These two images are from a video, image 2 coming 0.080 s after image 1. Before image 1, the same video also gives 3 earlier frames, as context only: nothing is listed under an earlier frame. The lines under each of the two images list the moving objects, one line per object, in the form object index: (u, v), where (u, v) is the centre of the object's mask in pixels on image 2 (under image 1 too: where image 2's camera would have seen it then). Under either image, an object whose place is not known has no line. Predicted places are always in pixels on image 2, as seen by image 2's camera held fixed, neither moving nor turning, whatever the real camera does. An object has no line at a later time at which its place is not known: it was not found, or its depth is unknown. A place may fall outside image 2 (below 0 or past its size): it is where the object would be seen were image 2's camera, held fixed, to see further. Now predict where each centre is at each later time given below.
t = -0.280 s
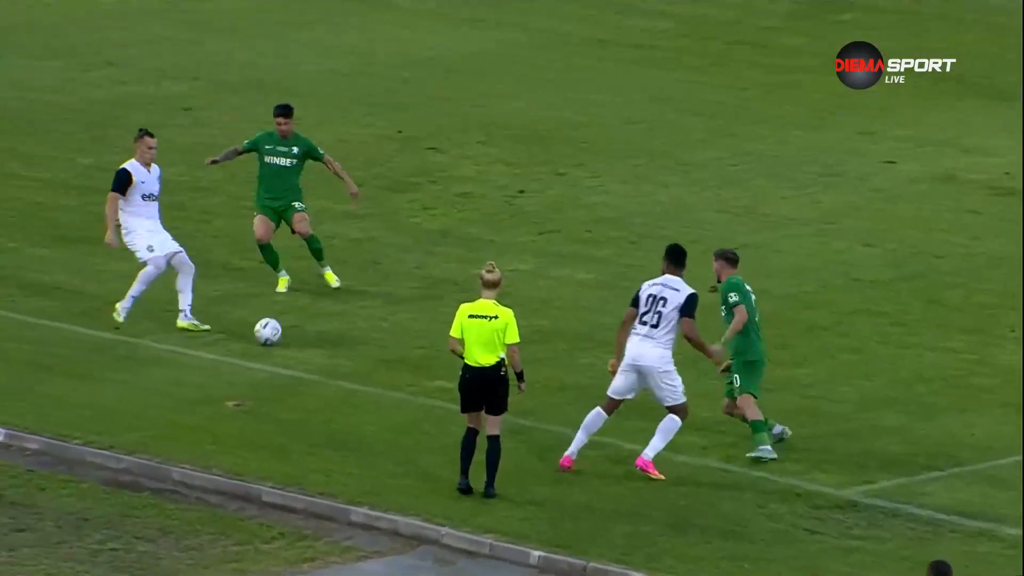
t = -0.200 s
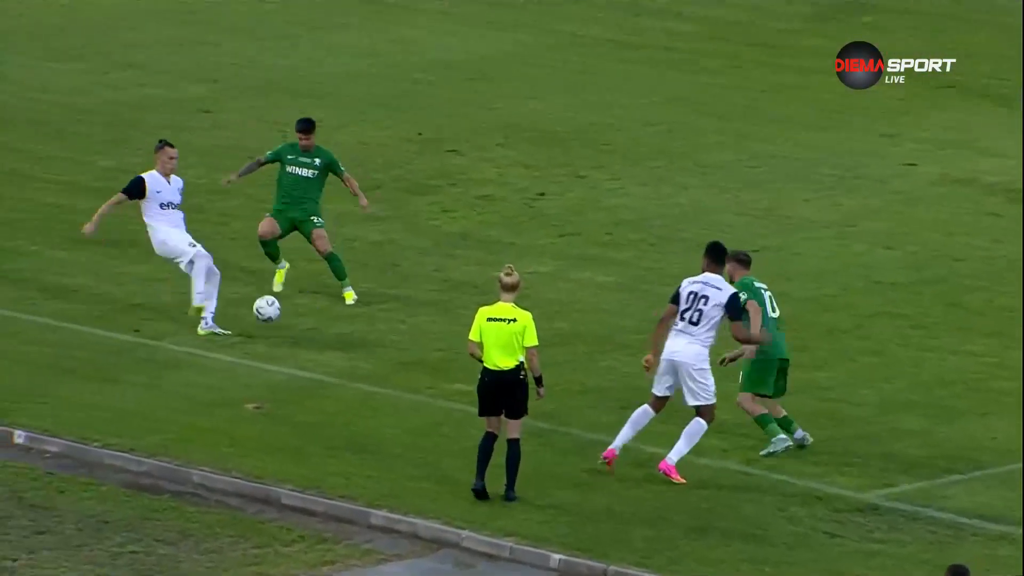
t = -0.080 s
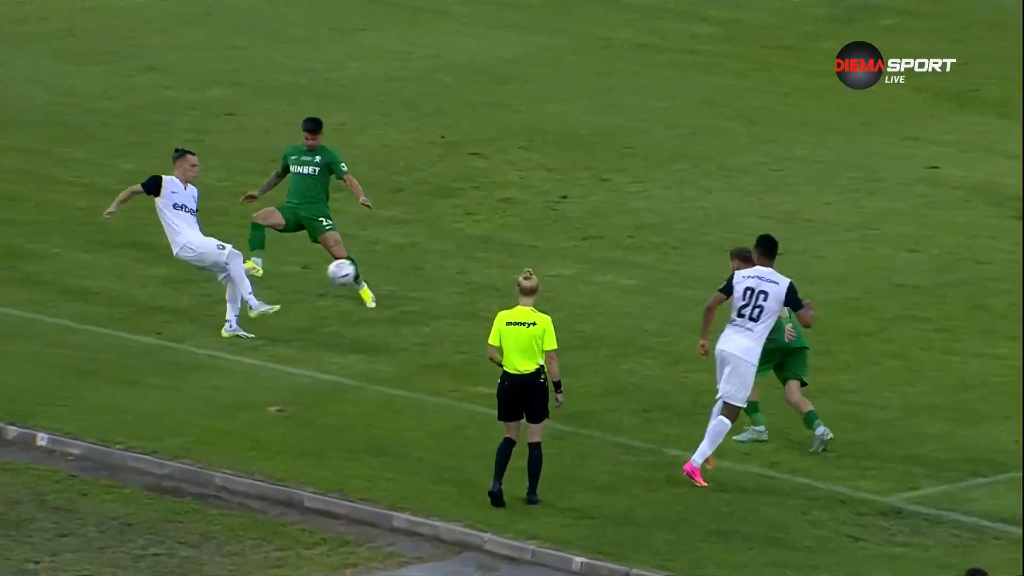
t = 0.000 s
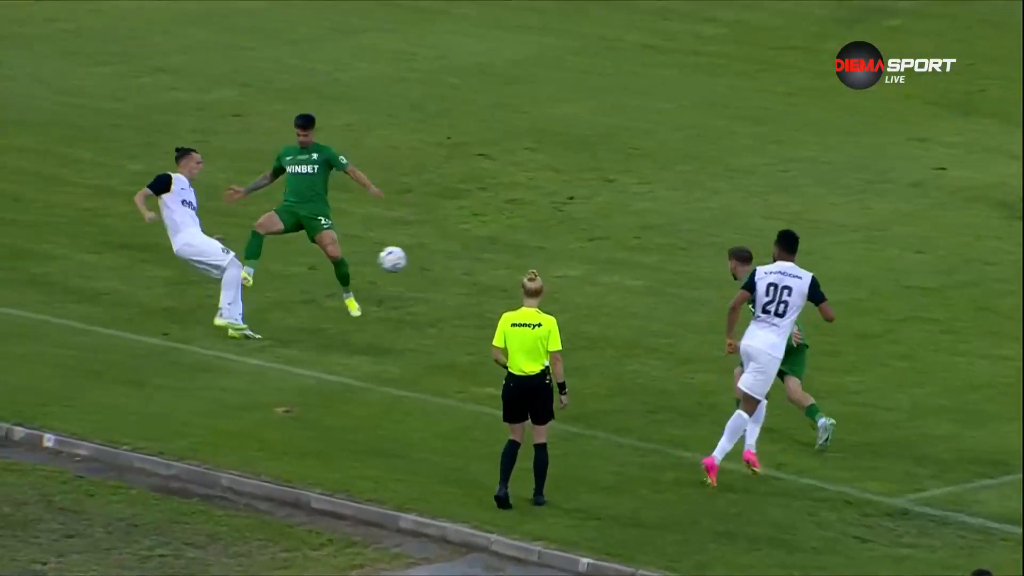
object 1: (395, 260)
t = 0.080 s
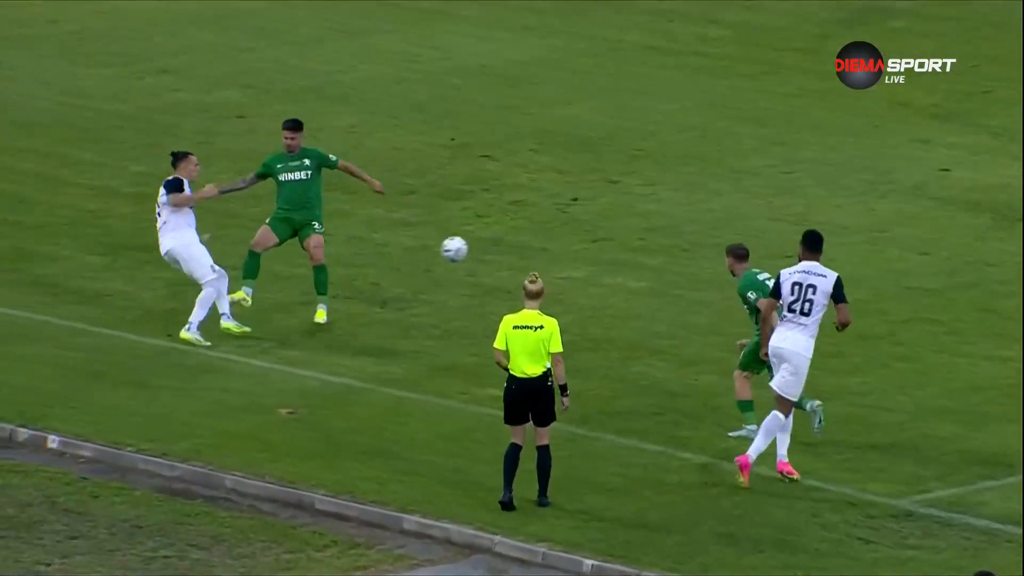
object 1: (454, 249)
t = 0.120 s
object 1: (482, 246)
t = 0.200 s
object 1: (523, 245)
